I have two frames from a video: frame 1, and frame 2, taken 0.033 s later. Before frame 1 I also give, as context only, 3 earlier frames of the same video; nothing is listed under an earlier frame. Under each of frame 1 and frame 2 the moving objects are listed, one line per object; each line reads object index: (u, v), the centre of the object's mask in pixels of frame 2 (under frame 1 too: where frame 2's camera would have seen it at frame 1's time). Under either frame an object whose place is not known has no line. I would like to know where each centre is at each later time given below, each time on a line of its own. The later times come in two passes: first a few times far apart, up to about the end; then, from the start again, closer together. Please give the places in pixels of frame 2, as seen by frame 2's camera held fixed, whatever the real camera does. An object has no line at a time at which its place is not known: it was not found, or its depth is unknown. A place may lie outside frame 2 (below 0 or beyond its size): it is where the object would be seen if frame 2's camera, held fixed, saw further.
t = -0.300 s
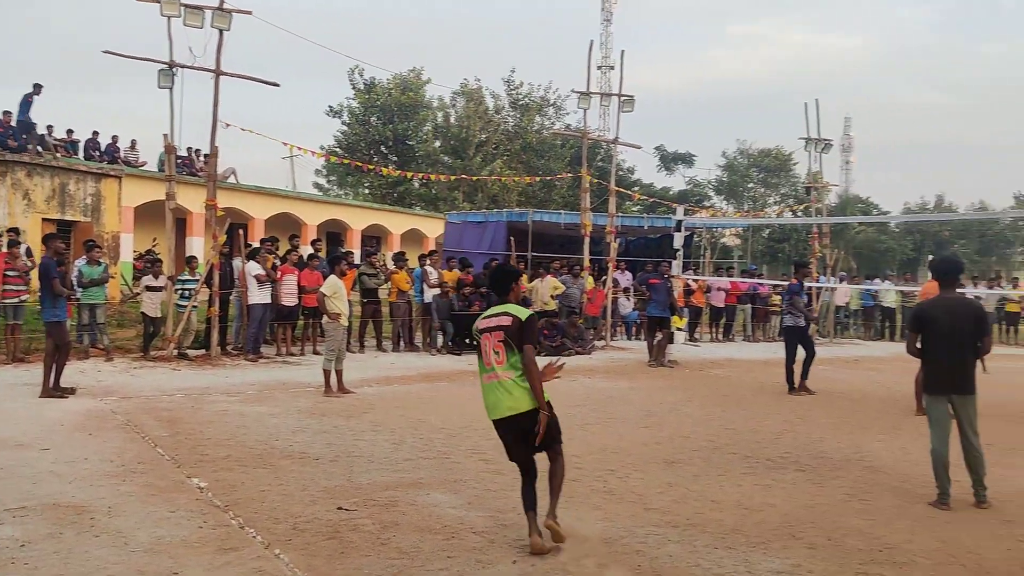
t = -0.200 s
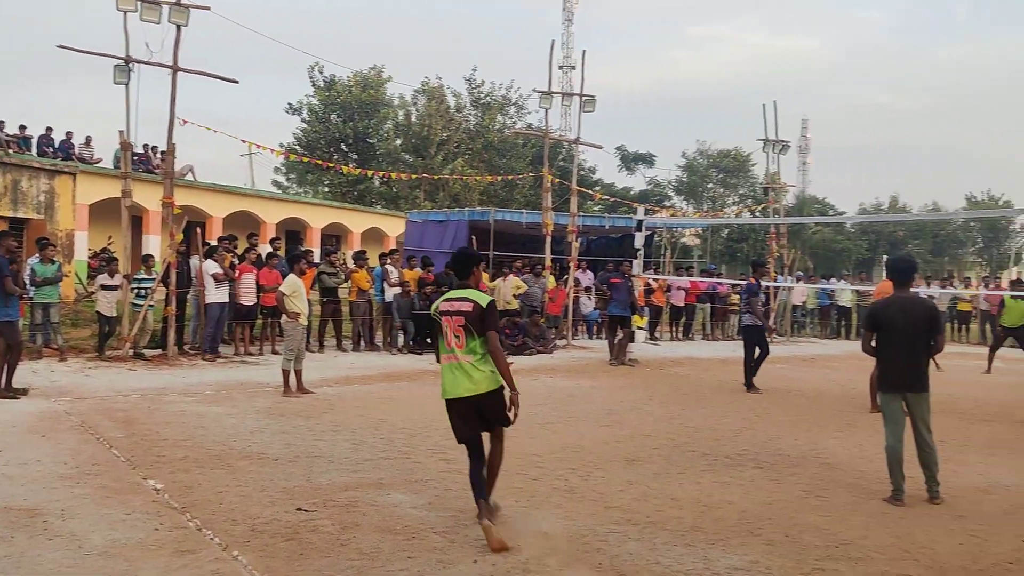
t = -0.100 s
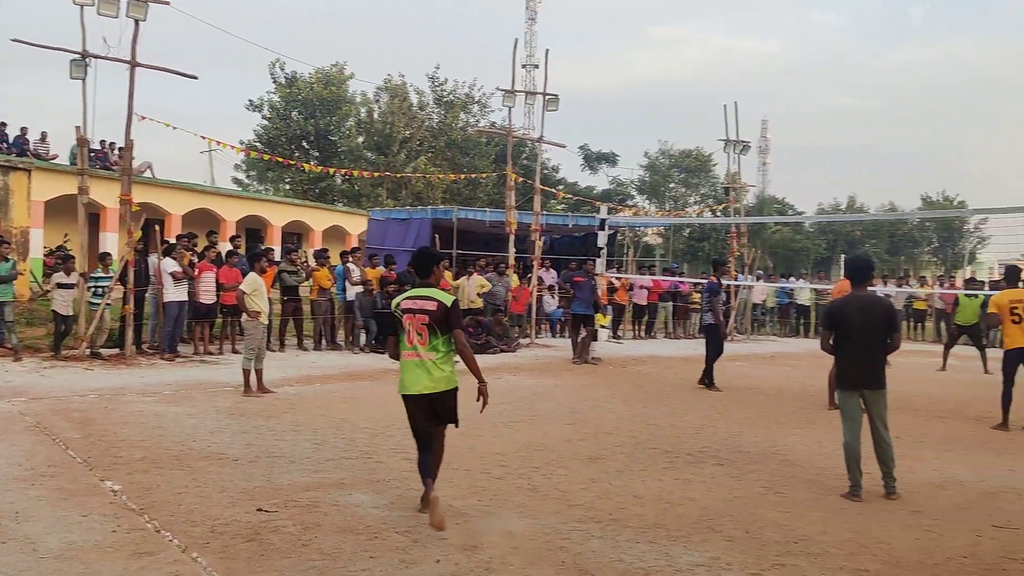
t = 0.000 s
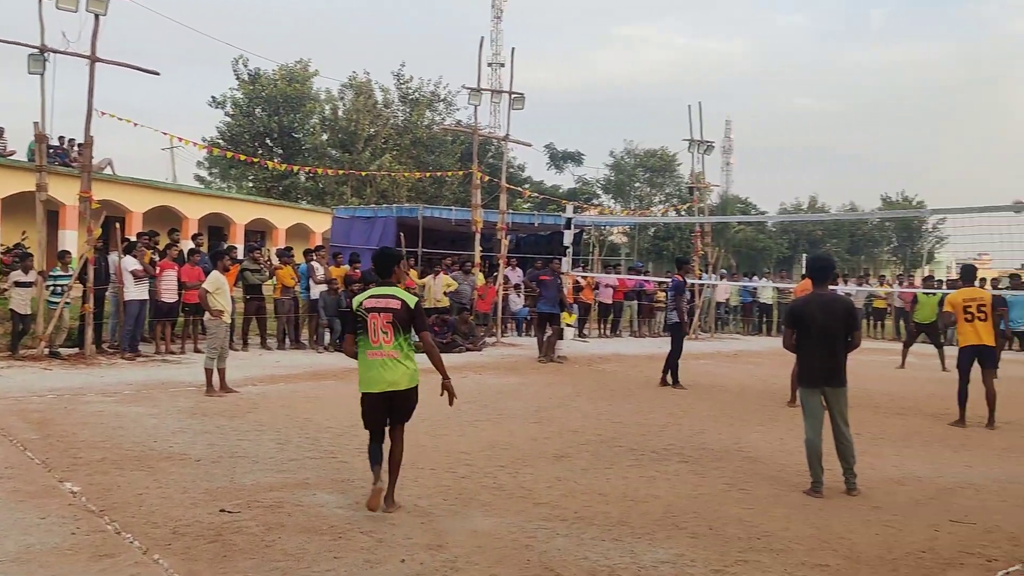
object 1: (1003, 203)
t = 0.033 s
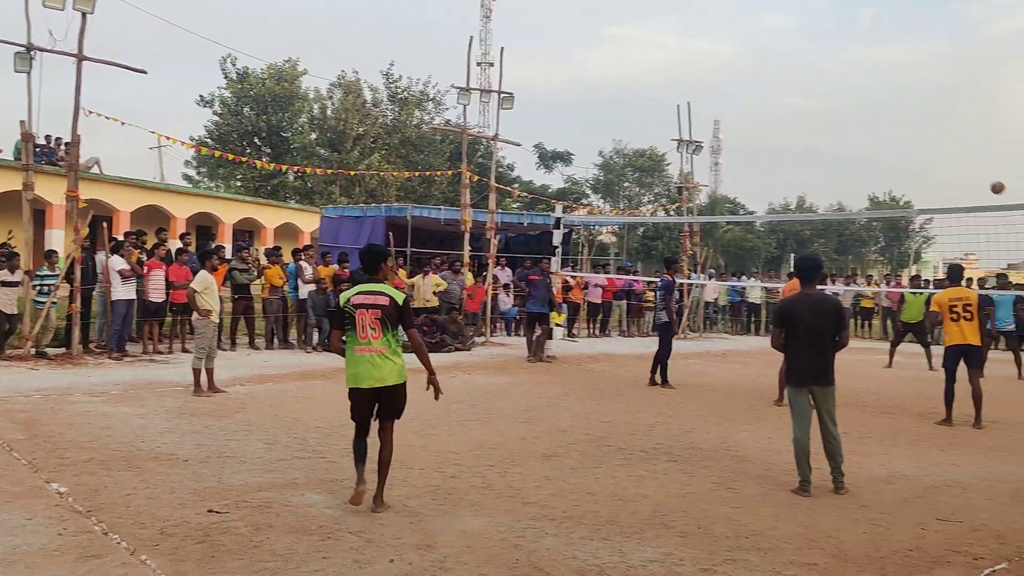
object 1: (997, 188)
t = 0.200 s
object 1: (970, 103)
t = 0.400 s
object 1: (935, 26)
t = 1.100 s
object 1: (819, -28)
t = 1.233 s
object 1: (799, -10)
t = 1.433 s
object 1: (767, 39)
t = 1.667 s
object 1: (731, 119)
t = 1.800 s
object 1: (710, 174)
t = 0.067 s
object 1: (992, 169)
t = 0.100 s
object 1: (986, 152)
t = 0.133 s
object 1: (981, 135)
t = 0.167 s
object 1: (975, 118)
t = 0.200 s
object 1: (970, 103)
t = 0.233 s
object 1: (964, 88)
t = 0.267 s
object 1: (958, 74)
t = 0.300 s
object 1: (952, 61)
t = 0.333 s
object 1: (947, 48)
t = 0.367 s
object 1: (941, 37)
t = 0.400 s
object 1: (935, 26)
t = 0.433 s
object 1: (929, 16)
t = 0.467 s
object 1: (923, 7)
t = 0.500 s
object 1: (917, -1)
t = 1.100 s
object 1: (819, -28)
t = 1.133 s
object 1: (814, -26)
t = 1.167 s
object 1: (809, -22)
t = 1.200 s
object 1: (804, -16)
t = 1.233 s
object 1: (799, -10)
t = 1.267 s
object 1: (794, -3)
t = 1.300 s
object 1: (789, 4)
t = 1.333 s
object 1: (783, 12)
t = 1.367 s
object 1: (778, 20)
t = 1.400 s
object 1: (773, 29)
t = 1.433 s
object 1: (767, 39)
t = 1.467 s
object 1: (762, 49)
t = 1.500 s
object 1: (757, 59)
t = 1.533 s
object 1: (752, 70)
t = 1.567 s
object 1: (746, 82)
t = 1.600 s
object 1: (741, 94)
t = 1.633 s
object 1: (736, 106)
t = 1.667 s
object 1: (731, 119)
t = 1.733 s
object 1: (721, 146)
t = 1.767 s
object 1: (716, 160)
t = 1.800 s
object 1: (710, 174)
